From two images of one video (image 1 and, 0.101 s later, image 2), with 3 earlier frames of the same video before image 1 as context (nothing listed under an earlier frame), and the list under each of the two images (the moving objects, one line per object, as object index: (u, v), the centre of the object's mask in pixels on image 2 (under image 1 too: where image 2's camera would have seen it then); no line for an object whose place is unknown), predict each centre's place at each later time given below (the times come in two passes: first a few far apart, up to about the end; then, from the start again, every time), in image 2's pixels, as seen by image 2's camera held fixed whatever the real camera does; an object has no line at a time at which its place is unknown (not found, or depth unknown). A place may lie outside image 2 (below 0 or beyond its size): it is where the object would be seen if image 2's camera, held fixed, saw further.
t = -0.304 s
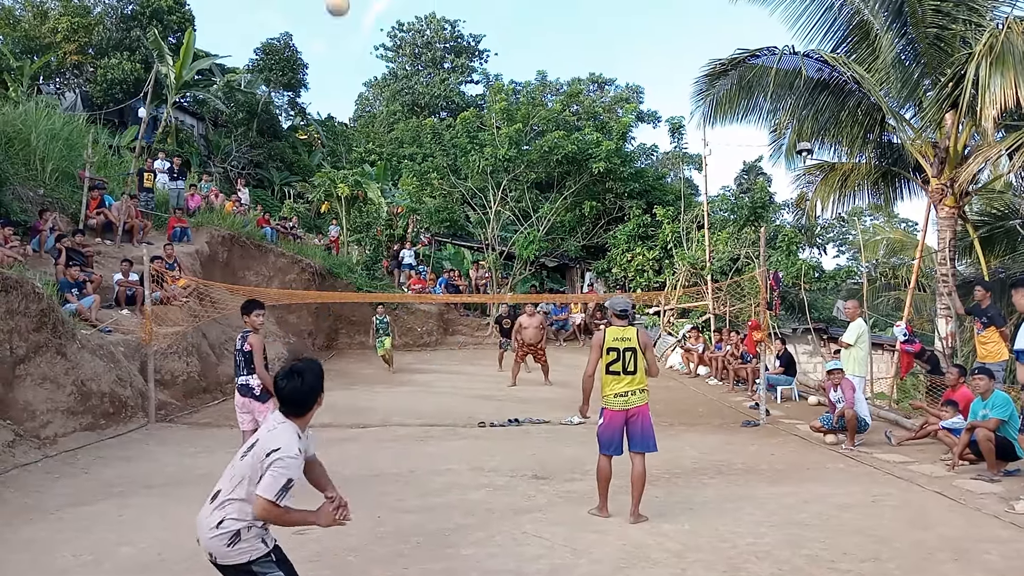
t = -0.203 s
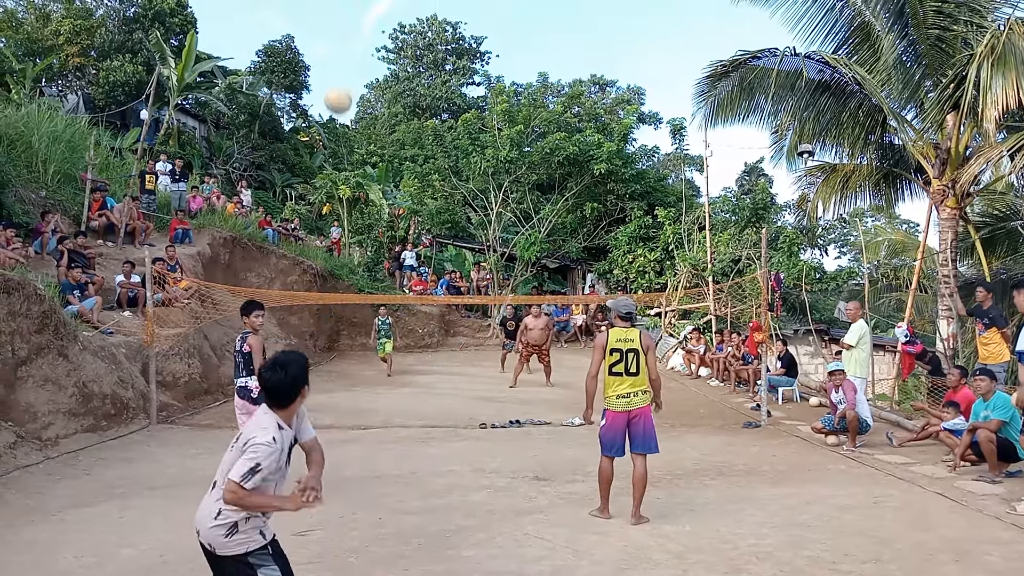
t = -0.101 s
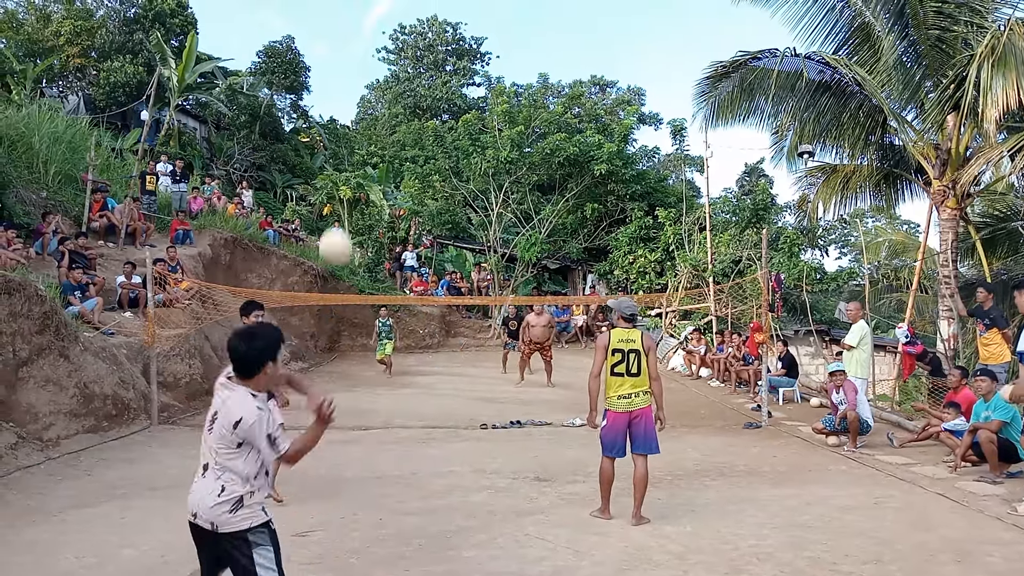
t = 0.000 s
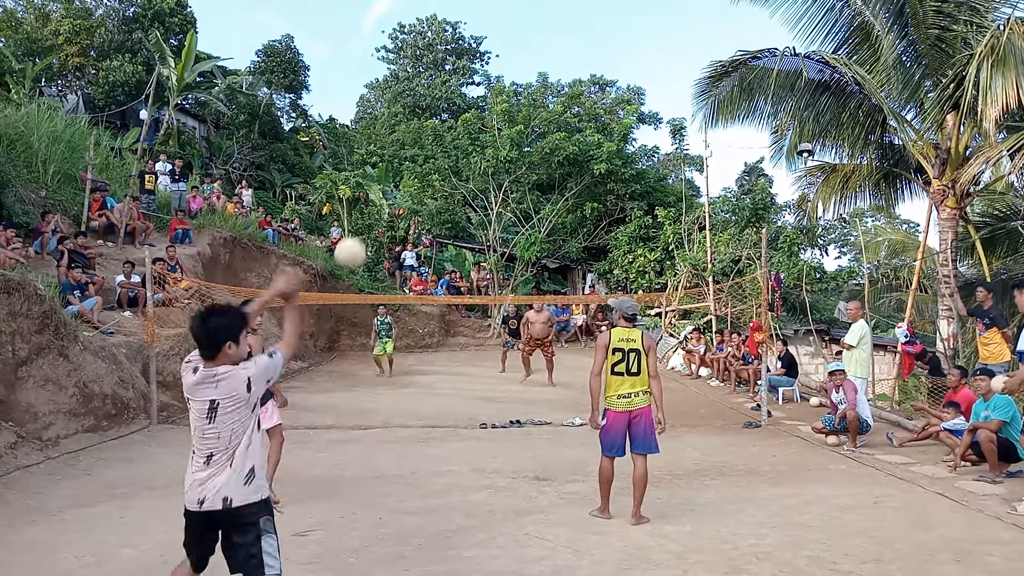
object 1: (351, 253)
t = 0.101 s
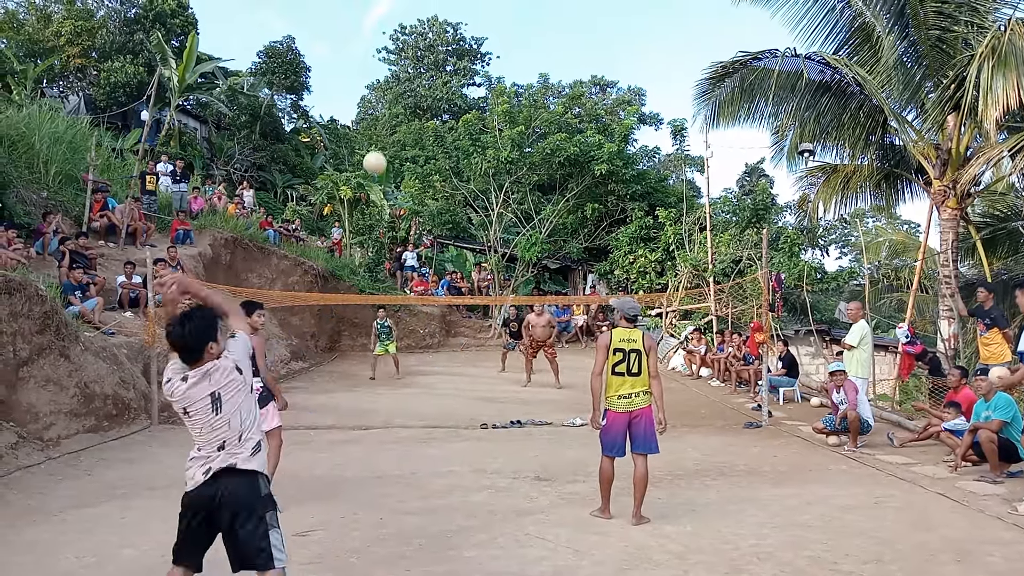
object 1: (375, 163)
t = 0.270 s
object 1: (400, 107)
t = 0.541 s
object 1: (426, 114)
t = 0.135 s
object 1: (381, 145)
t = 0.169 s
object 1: (386, 130)
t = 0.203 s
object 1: (391, 120)
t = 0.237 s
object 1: (396, 112)
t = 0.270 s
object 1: (400, 107)
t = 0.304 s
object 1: (404, 103)
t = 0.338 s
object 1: (408, 101)
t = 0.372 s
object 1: (411, 101)
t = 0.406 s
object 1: (414, 101)
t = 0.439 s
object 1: (418, 103)
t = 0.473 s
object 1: (421, 106)
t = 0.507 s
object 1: (423, 110)
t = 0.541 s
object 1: (426, 114)
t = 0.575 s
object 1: (428, 118)
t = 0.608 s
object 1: (431, 124)
